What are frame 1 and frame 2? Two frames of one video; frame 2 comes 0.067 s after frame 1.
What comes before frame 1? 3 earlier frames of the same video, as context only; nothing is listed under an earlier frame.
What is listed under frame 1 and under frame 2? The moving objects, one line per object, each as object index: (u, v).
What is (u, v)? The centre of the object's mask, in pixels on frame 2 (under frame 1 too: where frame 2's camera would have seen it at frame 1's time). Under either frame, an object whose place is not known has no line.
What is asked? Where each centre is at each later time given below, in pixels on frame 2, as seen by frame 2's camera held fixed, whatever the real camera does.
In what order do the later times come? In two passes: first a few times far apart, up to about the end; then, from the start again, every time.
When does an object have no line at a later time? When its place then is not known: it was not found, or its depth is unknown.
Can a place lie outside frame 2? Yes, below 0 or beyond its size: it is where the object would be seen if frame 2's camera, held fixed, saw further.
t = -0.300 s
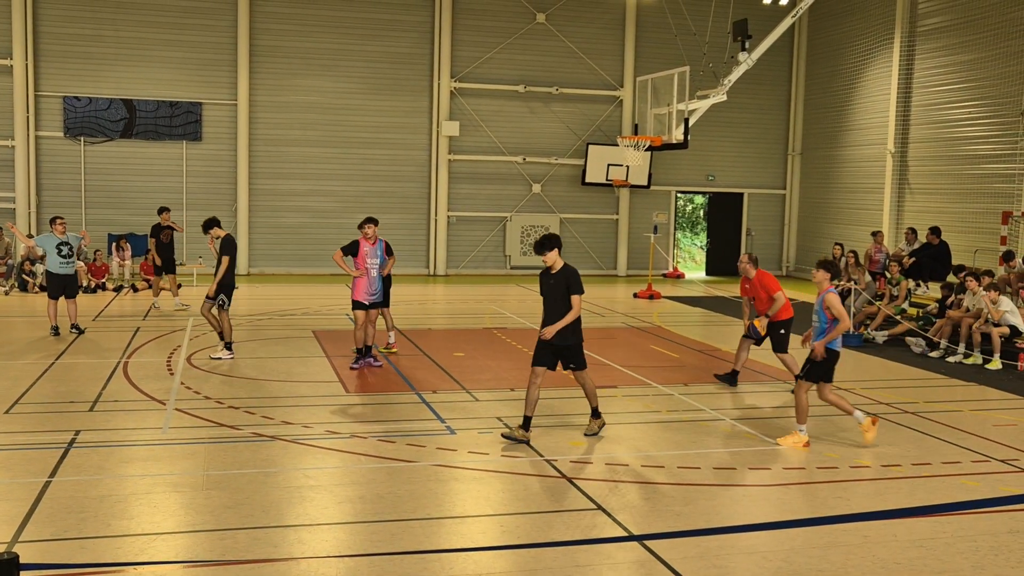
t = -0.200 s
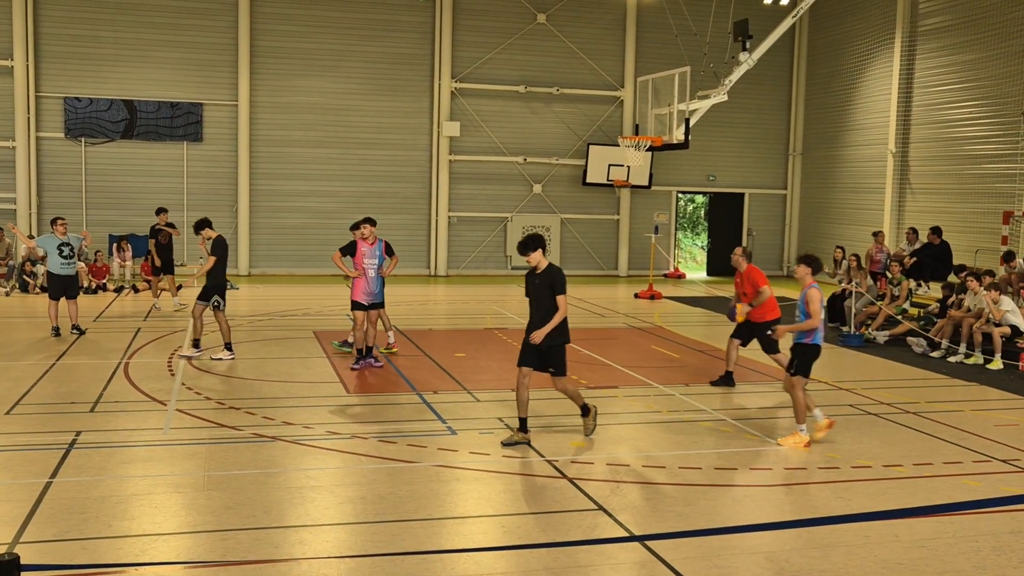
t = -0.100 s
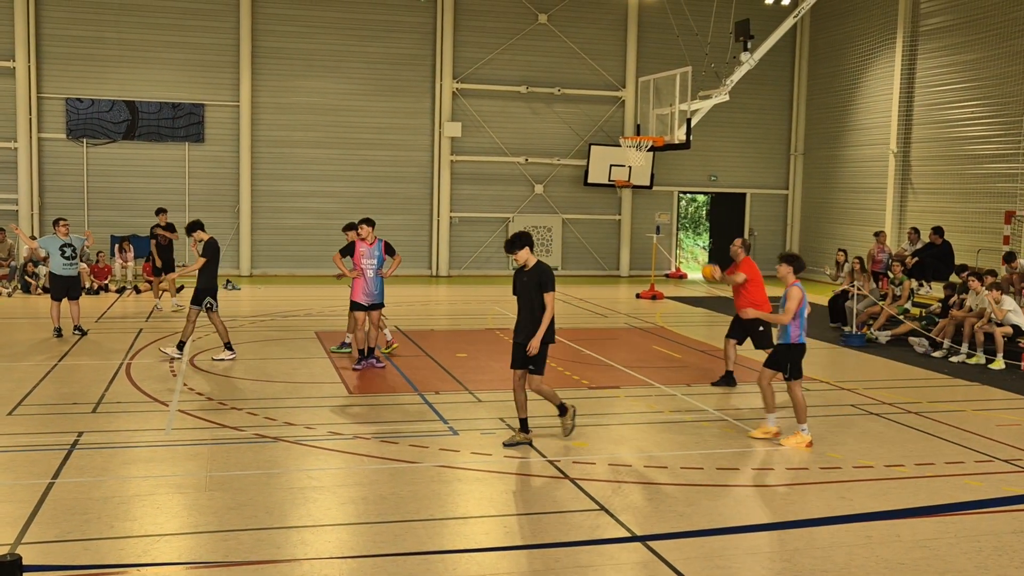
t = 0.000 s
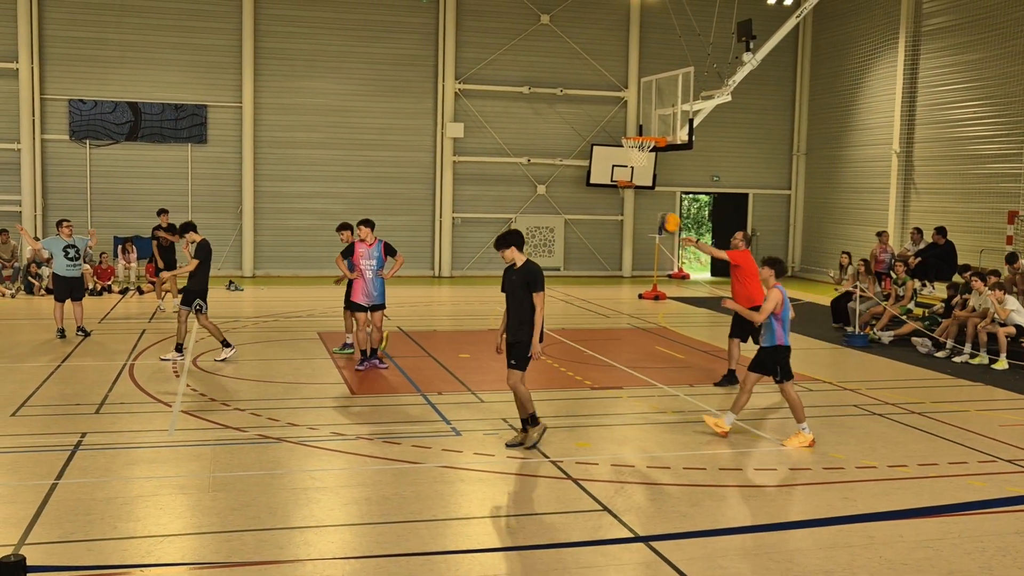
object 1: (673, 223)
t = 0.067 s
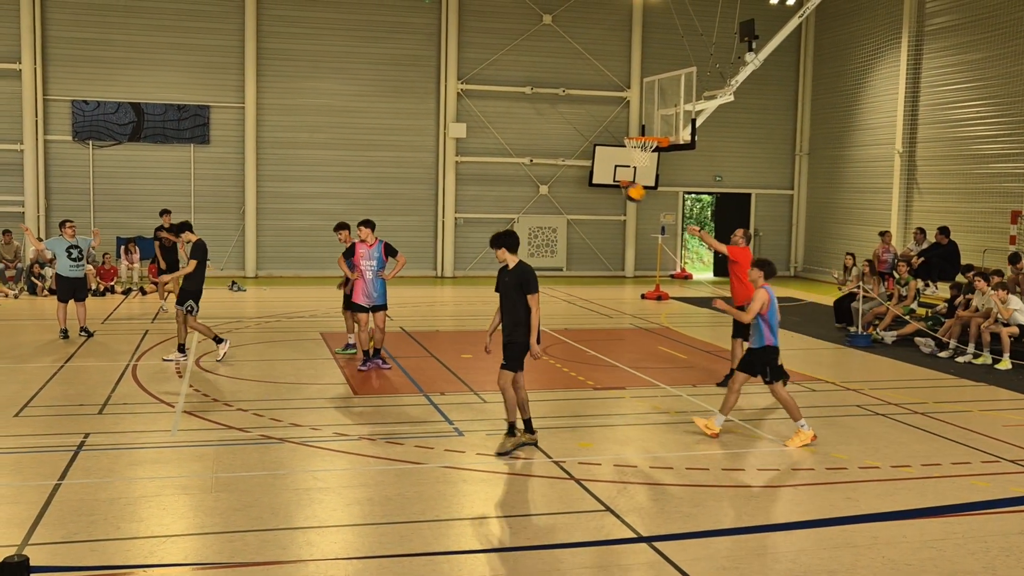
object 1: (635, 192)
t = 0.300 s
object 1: (505, 114)
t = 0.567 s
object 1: (370, 80)
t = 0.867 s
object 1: (235, 106)
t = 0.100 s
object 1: (615, 178)
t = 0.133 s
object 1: (596, 165)
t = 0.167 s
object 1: (577, 153)
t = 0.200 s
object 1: (558, 142)
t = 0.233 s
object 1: (540, 131)
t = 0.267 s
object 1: (522, 122)
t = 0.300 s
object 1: (505, 114)
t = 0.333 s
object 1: (488, 107)
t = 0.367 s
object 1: (470, 100)
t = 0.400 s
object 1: (453, 94)
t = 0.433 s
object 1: (436, 89)
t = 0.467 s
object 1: (420, 86)
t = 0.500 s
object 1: (404, 83)
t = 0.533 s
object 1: (387, 82)
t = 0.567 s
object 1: (370, 80)
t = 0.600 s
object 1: (354, 80)
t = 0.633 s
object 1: (338, 80)
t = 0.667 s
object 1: (323, 81)
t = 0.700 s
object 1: (308, 84)
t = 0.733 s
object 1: (293, 86)
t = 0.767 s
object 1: (278, 90)
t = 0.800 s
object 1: (264, 95)
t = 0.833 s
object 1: (249, 100)
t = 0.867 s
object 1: (235, 106)
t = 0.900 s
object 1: (221, 113)
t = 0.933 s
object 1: (208, 120)
